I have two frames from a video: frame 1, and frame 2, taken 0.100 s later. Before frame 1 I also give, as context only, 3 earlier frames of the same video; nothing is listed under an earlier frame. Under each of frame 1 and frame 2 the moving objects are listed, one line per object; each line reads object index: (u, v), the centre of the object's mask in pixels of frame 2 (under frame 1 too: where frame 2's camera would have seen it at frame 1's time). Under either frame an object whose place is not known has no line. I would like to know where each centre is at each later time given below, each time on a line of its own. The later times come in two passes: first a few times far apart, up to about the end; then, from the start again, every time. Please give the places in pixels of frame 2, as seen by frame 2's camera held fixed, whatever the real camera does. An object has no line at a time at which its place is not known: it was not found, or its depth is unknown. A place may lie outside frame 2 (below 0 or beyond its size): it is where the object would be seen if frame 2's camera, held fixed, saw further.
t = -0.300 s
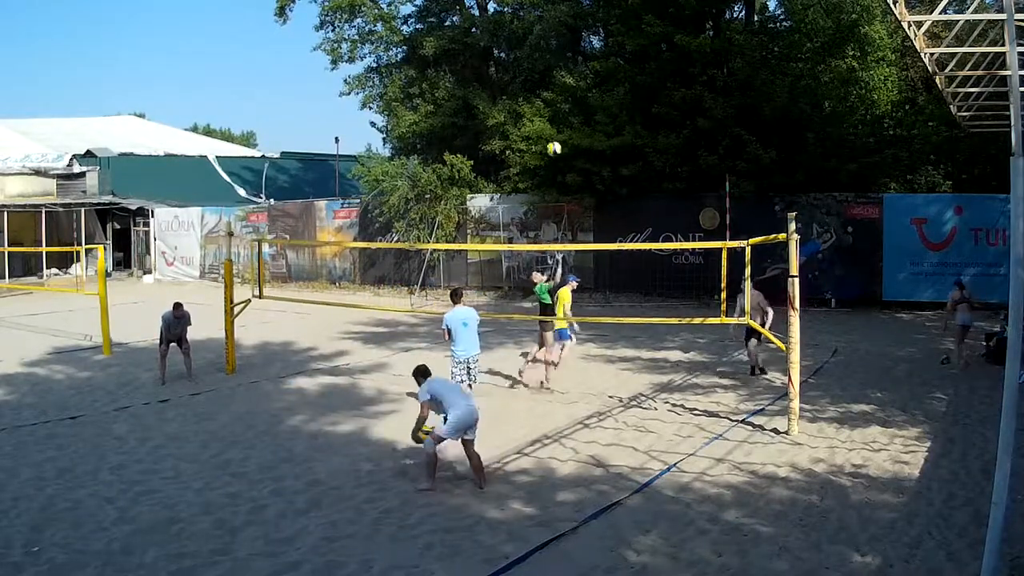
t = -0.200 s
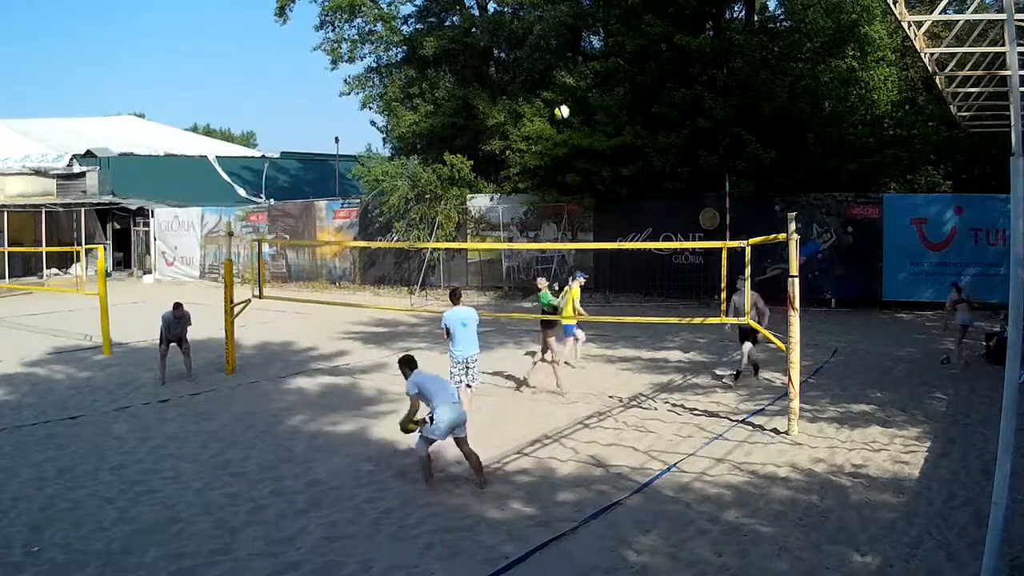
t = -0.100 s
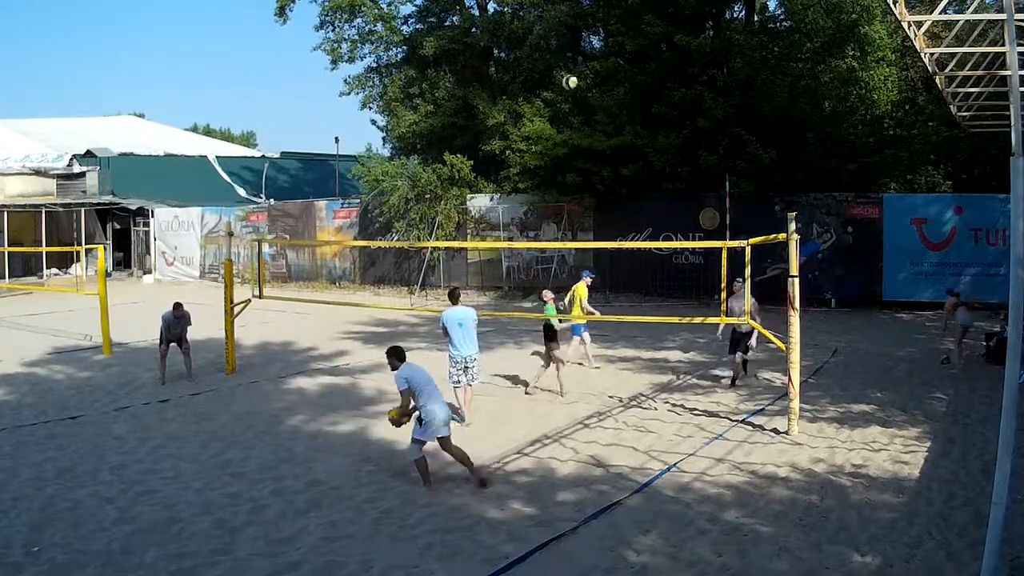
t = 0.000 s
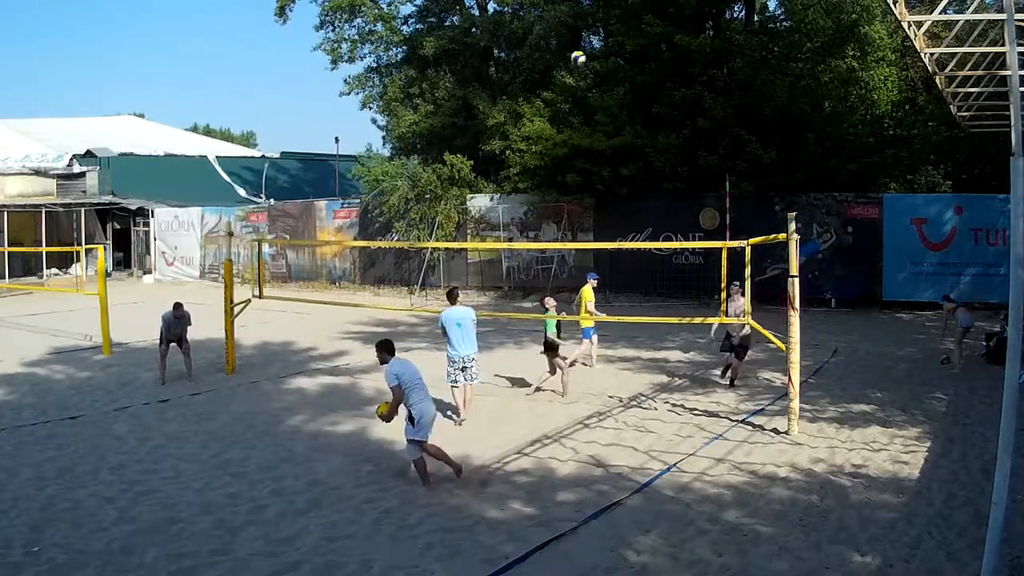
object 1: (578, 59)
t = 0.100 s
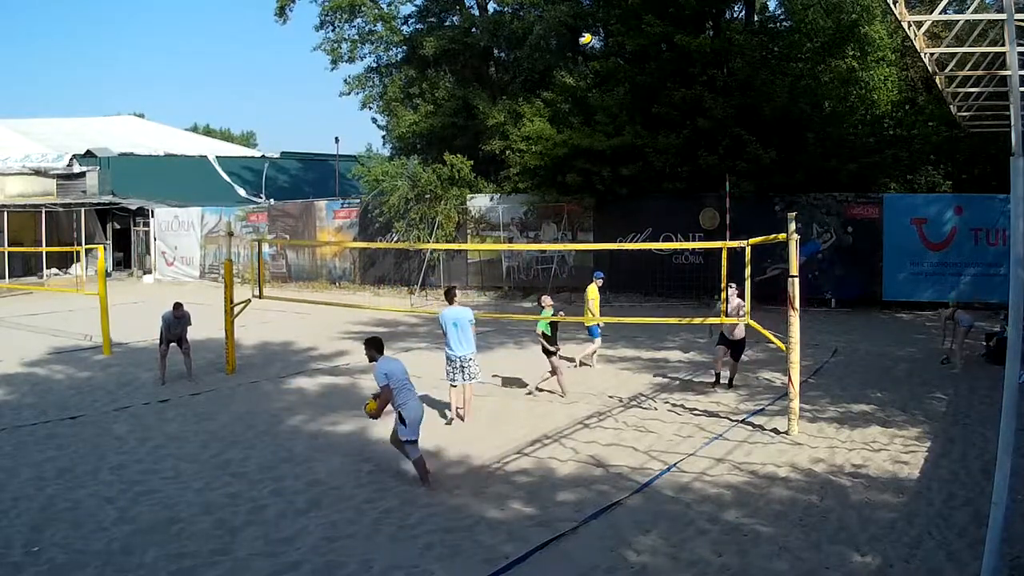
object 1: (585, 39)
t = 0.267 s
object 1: (600, 26)
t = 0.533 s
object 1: (625, 42)
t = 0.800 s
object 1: (651, 114)
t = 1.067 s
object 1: (677, 248)
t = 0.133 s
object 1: (588, 35)
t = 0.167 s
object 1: (590, 32)
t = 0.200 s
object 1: (594, 29)
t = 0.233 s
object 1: (597, 28)
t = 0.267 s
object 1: (600, 26)
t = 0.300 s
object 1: (604, 25)
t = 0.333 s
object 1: (607, 25)
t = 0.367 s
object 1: (609, 26)
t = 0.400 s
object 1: (612, 27)
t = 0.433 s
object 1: (615, 29)
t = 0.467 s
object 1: (619, 33)
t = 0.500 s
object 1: (622, 37)
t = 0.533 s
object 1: (625, 42)
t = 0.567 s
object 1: (628, 47)
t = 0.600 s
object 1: (631, 54)
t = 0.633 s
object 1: (635, 62)
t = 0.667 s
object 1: (638, 70)
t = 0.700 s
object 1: (642, 80)
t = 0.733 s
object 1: (645, 90)
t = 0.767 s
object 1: (648, 101)
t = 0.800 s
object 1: (651, 114)
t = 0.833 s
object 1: (655, 127)
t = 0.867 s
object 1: (658, 141)
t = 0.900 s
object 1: (661, 156)
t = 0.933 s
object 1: (665, 173)
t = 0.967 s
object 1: (668, 190)
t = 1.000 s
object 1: (672, 208)
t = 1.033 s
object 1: (675, 227)
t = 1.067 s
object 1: (677, 248)
